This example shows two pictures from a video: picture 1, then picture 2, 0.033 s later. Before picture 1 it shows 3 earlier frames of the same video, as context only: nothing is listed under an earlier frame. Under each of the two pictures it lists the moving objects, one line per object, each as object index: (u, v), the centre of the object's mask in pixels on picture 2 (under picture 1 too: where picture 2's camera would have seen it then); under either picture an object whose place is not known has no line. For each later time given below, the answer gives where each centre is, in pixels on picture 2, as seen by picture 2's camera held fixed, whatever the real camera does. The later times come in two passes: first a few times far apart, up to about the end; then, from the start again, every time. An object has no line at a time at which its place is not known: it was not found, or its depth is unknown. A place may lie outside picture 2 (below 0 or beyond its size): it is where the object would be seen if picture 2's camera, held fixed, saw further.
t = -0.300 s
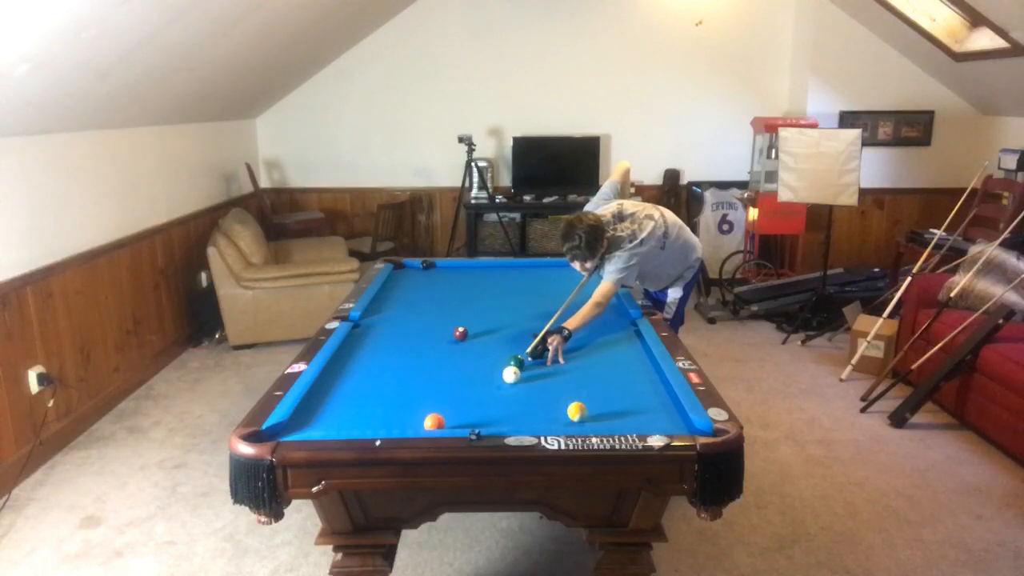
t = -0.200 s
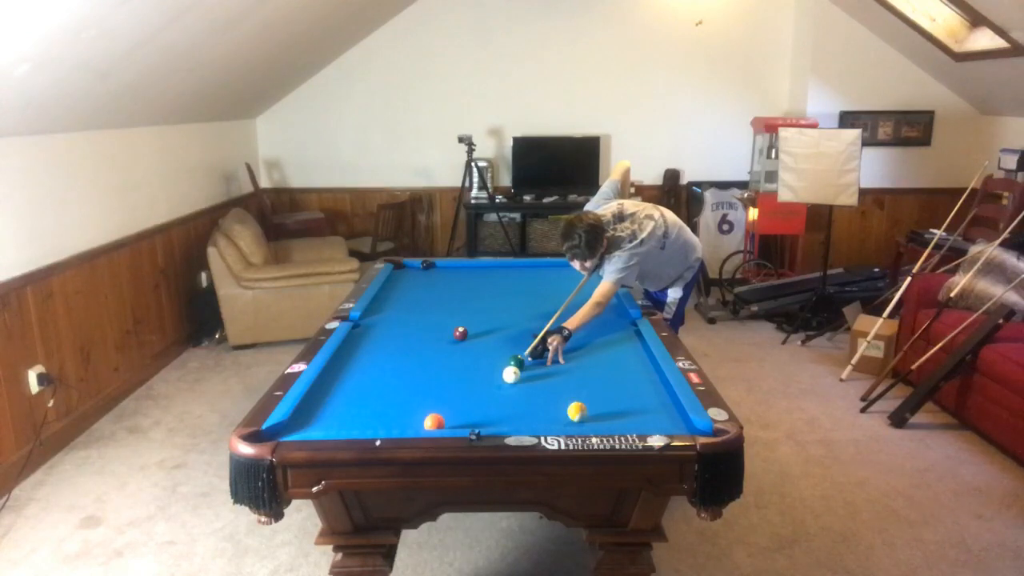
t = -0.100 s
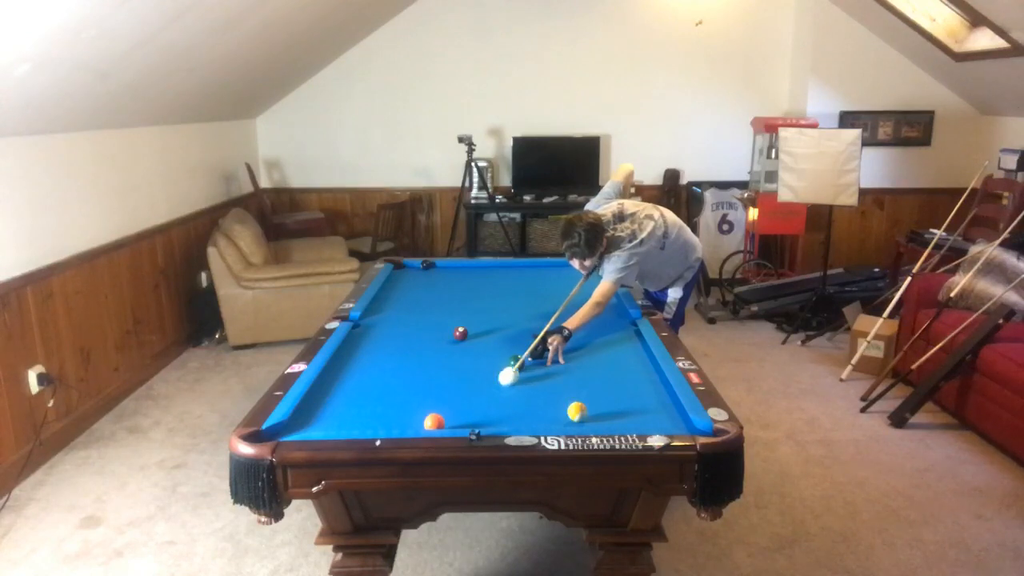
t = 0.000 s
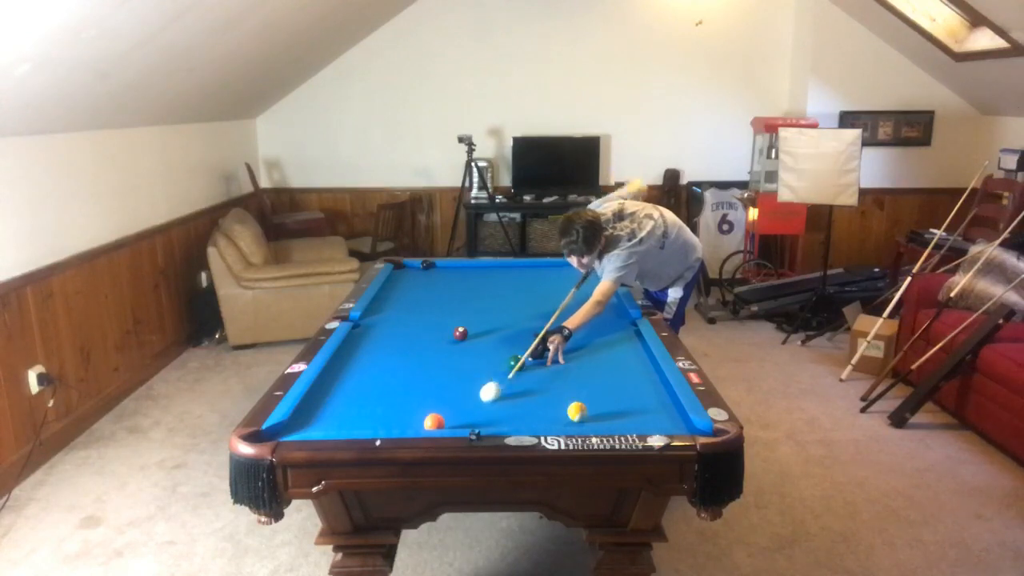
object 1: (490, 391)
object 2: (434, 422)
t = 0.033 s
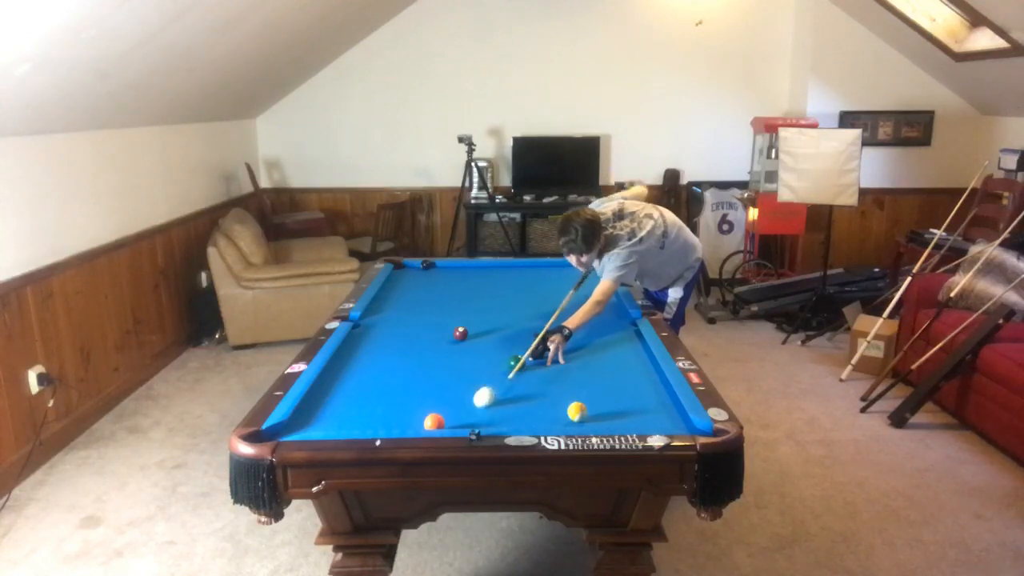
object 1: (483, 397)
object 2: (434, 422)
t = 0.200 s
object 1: (454, 422)
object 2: (429, 422)
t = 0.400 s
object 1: (464, 409)
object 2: (394, 424)
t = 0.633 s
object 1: (473, 391)
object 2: (361, 425)
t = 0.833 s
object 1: (480, 377)
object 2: (336, 424)
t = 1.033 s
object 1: (486, 365)
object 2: (312, 424)
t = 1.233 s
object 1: (492, 354)
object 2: (291, 424)
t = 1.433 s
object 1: (497, 345)
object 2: (293, 427)
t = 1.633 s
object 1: (501, 336)
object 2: (294, 429)
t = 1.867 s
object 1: (506, 327)
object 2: (293, 429)
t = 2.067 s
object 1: (510, 320)
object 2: (292, 429)
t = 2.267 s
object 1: (514, 313)
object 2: (291, 429)
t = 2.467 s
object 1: (517, 308)
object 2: (291, 429)
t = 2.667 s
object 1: (521, 302)
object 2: (291, 429)
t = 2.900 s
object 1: (524, 297)
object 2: (291, 429)
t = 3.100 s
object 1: (527, 292)
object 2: (291, 429)
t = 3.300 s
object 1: (529, 288)
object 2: (291, 429)
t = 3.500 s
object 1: (532, 285)
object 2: (291, 429)
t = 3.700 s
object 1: (534, 281)
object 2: (291, 429)
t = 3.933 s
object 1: (536, 278)
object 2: (291, 429)
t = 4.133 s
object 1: (538, 275)
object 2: (291, 429)
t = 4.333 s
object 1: (539, 273)
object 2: (291, 429)
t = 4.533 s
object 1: (541, 270)
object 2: (291, 429)
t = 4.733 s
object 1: (543, 268)
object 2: (291, 429)
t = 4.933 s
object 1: (544, 266)
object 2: (291, 429)
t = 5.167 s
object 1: (545, 264)
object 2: (291, 429)
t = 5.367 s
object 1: (546, 263)
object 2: (291, 429)
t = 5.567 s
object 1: (548, 263)
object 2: (291, 429)
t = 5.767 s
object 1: (549, 264)
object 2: (291, 429)
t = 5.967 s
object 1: (549, 265)
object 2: (291, 429)
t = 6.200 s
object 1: (550, 265)
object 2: (291, 429)
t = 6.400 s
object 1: (550, 266)
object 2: (291, 429)
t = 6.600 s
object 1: (551, 266)
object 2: (291, 429)
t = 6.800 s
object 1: (551, 266)
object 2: (291, 429)
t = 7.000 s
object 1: (550, 266)
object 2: (291, 429)
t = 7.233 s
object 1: (550, 266)
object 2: (291, 429)
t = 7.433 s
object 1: (550, 266)
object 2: (291, 429)
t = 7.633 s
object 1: (550, 266)
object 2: (291, 429)
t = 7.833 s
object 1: (550, 266)
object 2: (291, 429)
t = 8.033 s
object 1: (550, 267)
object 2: (291, 429)
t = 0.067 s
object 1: (477, 402)
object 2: (434, 422)
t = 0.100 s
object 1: (470, 408)
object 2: (434, 422)
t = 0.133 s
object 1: (464, 412)
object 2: (434, 422)
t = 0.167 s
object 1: (457, 418)
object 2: (434, 422)
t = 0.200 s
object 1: (454, 422)
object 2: (429, 422)
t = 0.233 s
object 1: (456, 422)
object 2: (422, 423)
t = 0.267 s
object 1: (458, 420)
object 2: (416, 423)
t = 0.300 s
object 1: (459, 418)
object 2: (410, 423)
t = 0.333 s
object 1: (461, 415)
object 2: (405, 424)
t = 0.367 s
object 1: (462, 412)
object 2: (400, 424)
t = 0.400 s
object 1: (464, 409)
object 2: (394, 424)
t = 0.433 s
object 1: (466, 407)
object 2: (389, 424)
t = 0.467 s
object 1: (467, 404)
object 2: (384, 425)
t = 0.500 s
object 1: (468, 401)
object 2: (378, 425)
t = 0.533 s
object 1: (469, 399)
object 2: (374, 425)
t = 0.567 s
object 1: (471, 396)
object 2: (369, 425)
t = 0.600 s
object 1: (472, 394)
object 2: (365, 425)
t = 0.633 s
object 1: (473, 391)
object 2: (361, 425)
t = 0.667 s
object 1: (474, 389)
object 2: (357, 424)
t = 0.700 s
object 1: (476, 386)
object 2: (353, 424)
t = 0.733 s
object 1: (476, 384)
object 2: (348, 424)
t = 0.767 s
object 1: (478, 382)
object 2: (344, 425)
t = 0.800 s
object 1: (479, 379)
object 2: (340, 424)
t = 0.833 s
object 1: (480, 377)
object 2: (336, 424)
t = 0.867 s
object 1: (481, 375)
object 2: (332, 424)
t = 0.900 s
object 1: (482, 373)
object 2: (328, 424)
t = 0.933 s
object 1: (483, 371)
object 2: (324, 424)
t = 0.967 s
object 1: (484, 369)
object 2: (320, 424)
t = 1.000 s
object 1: (485, 367)
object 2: (316, 424)
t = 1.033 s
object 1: (486, 365)
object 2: (312, 424)
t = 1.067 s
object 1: (487, 363)
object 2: (309, 424)
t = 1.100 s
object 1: (488, 362)
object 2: (305, 424)
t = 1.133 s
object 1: (489, 360)
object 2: (301, 424)
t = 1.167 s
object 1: (490, 358)
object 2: (298, 424)
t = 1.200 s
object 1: (491, 356)
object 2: (294, 424)
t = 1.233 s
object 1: (492, 354)
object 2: (291, 424)
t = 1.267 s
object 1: (493, 353)
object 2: (291, 425)
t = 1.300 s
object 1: (493, 351)
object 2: (291, 425)
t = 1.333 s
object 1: (494, 349)
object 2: (292, 426)
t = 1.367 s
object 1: (495, 348)
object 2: (292, 426)
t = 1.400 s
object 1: (496, 346)
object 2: (293, 426)
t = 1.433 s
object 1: (497, 345)
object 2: (293, 427)
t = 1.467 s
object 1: (497, 343)
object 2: (293, 427)
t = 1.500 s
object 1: (498, 342)
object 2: (293, 427)
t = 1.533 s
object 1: (499, 340)
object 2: (294, 428)
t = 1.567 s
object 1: (500, 339)
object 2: (294, 428)
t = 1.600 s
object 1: (501, 337)
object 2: (294, 428)
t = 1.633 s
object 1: (501, 336)
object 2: (294, 429)
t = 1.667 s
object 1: (502, 335)
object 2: (294, 429)
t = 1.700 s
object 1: (503, 333)
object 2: (294, 429)
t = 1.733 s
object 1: (503, 332)
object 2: (295, 429)
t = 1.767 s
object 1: (504, 330)
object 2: (295, 429)
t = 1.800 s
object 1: (505, 329)
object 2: (294, 429)
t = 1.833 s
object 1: (506, 328)
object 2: (294, 429)
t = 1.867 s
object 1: (506, 327)
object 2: (293, 429)
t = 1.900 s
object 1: (507, 326)
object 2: (293, 429)
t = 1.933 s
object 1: (508, 324)
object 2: (293, 429)
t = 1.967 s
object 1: (508, 323)
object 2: (293, 429)
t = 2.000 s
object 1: (509, 322)
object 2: (292, 429)
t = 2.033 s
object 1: (510, 321)
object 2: (292, 429)
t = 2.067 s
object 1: (510, 320)
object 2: (292, 429)
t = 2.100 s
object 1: (511, 319)
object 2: (292, 429)
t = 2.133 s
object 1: (512, 317)
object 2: (292, 429)
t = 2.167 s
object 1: (512, 316)
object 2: (291, 429)
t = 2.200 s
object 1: (513, 315)
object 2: (291, 429)
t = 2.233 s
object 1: (513, 314)
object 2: (291, 429)
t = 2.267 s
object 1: (514, 313)
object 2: (291, 429)
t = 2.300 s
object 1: (515, 312)
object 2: (291, 429)
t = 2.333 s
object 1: (515, 311)
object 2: (291, 429)
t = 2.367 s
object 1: (516, 310)
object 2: (291, 429)
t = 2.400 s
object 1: (516, 309)
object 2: (291, 429)
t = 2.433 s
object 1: (517, 308)
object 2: (291, 429)
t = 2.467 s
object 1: (517, 308)
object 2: (291, 429)
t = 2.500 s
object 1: (518, 307)
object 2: (291, 429)
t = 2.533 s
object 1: (518, 306)
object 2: (291, 429)
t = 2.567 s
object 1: (519, 305)
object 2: (291, 429)
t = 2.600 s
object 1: (519, 304)
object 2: (291, 429)
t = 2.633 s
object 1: (520, 303)
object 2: (291, 429)
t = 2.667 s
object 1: (521, 302)
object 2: (291, 429)
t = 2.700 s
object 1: (521, 301)
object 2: (291, 429)
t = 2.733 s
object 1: (522, 300)
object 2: (291, 429)
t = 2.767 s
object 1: (522, 300)
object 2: (291, 429)
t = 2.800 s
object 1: (523, 299)
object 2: (291, 429)
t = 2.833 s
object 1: (523, 298)
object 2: (291, 429)
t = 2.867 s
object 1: (524, 297)
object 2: (291, 429)
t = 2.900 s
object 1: (524, 297)
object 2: (291, 429)
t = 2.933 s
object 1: (525, 296)
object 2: (291, 429)
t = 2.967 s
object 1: (525, 295)
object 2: (291, 429)
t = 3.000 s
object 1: (525, 294)
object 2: (291, 429)
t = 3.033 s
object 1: (526, 294)
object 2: (291, 429)
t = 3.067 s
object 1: (526, 293)
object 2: (291, 429)
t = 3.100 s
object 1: (527, 292)
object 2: (291, 429)
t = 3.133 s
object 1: (527, 291)
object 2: (291, 429)
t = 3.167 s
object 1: (528, 291)
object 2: (291, 429)
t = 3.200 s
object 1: (528, 290)
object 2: (291, 429)
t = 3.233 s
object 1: (528, 290)
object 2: (291, 429)
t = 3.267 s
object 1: (529, 289)
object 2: (291, 429)
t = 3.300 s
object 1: (529, 288)
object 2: (291, 429)
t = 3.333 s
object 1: (530, 288)
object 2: (291, 429)
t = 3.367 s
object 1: (530, 287)
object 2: (291, 429)
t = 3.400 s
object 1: (531, 286)
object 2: (291, 429)
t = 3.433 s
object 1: (531, 286)
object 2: (291, 429)
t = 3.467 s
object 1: (531, 285)
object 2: (291, 429)
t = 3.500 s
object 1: (532, 285)
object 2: (291, 429)
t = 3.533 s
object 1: (532, 284)
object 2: (291, 429)
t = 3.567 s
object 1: (533, 283)
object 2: (291, 429)
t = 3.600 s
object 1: (533, 283)
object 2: (291, 429)
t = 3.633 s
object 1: (533, 282)
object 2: (291, 429)
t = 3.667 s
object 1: (534, 282)
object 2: (291, 429)
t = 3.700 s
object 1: (534, 281)
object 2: (291, 429)
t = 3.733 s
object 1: (534, 281)
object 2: (291, 429)
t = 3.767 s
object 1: (535, 280)
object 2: (291, 429)
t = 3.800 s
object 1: (535, 280)
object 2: (291, 429)
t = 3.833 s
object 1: (535, 279)
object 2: (291, 429)
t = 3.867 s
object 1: (536, 279)
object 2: (291, 429)
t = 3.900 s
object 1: (536, 278)
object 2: (291, 429)
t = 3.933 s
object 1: (536, 278)
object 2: (291, 429)
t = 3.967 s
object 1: (537, 277)
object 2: (291, 429)
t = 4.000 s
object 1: (537, 277)
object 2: (291, 429)
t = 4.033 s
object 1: (537, 276)
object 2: (291, 429)
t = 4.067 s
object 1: (537, 276)
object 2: (291, 429)
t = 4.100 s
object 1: (538, 275)
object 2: (291, 429)
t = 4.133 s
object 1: (538, 275)
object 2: (291, 429)
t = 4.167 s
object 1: (538, 275)
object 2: (291, 429)
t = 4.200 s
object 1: (539, 274)
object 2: (291, 429)
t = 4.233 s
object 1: (539, 274)
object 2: (291, 429)
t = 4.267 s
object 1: (539, 273)
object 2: (291, 429)
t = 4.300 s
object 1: (539, 273)
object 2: (291, 429)
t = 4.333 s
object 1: (539, 273)
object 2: (291, 429)
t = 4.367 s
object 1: (540, 272)
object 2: (291, 429)
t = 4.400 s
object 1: (540, 272)
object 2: (291, 429)
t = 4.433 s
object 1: (540, 271)
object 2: (291, 429)
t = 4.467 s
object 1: (540, 271)
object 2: (291, 429)
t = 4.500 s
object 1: (540, 271)
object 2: (291, 429)
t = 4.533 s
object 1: (541, 270)
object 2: (291, 429)
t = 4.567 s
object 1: (541, 270)
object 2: (291, 429)
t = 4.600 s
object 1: (541, 270)
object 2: (291, 429)
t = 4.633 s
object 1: (542, 269)
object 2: (291, 429)
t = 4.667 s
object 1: (542, 269)
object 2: (291, 429)
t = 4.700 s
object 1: (542, 268)
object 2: (291, 429)
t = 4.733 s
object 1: (543, 268)
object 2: (291, 429)
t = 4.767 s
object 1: (543, 268)
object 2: (291, 429)
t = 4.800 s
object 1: (543, 268)
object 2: (291, 429)
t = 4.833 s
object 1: (543, 267)
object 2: (291, 429)
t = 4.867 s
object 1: (544, 267)
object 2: (291, 429)
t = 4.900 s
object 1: (544, 267)
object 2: (291, 429)
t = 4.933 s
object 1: (544, 266)
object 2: (291, 429)
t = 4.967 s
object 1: (544, 266)
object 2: (291, 429)
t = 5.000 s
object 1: (544, 266)
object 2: (291, 429)
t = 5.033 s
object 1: (545, 266)
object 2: (291, 429)
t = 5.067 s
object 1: (545, 265)
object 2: (291, 429)
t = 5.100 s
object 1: (545, 265)
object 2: (291, 429)
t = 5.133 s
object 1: (545, 265)
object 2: (291, 429)
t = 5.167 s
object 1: (545, 264)
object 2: (291, 429)
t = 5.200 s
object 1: (545, 264)
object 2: (291, 429)
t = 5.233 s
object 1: (546, 264)
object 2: (291, 429)
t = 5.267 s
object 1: (546, 263)
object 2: (291, 429)
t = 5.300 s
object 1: (546, 263)
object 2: (291, 429)
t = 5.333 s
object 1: (546, 263)
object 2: (291, 429)
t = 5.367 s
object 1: (546, 263)
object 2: (291, 429)
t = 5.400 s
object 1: (547, 263)
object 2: (291, 429)
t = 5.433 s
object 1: (547, 263)
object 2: (291, 429)
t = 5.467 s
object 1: (547, 263)
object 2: (291, 429)
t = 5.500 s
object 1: (547, 263)
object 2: (291, 429)
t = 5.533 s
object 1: (547, 263)
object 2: (291, 429)
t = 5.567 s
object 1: (548, 263)
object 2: (291, 429)
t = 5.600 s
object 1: (548, 263)
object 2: (291, 429)
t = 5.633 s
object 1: (548, 263)
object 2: (291, 429)
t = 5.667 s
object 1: (548, 264)
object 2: (291, 429)
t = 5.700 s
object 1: (548, 264)
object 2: (291, 429)
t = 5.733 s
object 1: (548, 264)
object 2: (291, 429)
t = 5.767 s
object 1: (549, 264)
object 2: (291, 429)
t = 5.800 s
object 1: (549, 264)
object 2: (291, 429)
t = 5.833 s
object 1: (549, 264)
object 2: (291, 429)
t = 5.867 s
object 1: (549, 264)
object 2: (291, 429)
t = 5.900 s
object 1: (549, 264)
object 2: (291, 429)
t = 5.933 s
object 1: (549, 264)
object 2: (291, 429)
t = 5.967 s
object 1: (549, 265)
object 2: (291, 429)
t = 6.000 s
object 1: (550, 265)
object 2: (291, 429)
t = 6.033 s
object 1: (550, 265)
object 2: (291, 429)
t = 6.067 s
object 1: (550, 265)
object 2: (291, 429)
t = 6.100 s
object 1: (550, 265)
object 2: (291, 429)
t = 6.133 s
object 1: (550, 265)
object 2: (291, 429)
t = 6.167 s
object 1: (550, 265)
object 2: (291, 429)
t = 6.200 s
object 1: (550, 265)
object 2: (291, 429)
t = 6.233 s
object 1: (550, 265)
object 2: (291, 429)
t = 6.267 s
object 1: (550, 265)
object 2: (291, 429)
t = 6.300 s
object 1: (550, 265)
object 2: (291, 429)
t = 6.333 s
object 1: (550, 265)
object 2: (291, 429)
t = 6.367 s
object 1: (550, 266)
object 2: (291, 429)
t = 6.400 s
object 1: (550, 266)
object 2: (291, 429)
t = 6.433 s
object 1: (550, 266)
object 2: (291, 429)
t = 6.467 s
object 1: (550, 266)
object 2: (291, 429)
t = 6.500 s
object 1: (550, 266)
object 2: (291, 429)
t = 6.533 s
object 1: (550, 266)
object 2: (291, 429)
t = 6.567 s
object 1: (551, 266)
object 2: (291, 429)
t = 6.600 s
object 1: (551, 266)
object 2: (291, 429)
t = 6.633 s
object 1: (551, 266)
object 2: (291, 429)
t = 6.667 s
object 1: (551, 266)
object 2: (291, 429)
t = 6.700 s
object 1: (551, 266)
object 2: (291, 429)
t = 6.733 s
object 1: (551, 266)
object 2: (291, 429)
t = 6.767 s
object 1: (551, 266)
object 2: (291, 429)
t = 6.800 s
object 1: (551, 266)
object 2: (291, 429)
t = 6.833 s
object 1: (551, 266)
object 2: (291, 429)
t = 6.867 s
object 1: (551, 266)
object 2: (291, 429)
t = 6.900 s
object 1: (551, 266)
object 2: (291, 429)
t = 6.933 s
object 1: (550, 266)
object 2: (291, 429)
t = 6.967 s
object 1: (550, 266)
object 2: (291, 429)
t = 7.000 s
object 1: (550, 266)
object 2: (291, 429)
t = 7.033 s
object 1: (550, 266)
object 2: (291, 429)
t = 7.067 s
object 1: (550, 266)
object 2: (291, 429)
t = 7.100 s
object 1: (550, 266)
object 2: (291, 429)
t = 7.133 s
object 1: (550, 266)
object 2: (291, 429)
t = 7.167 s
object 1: (550, 266)
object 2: (291, 429)
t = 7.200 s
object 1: (550, 266)
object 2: (291, 429)
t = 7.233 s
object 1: (550, 266)
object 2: (291, 429)
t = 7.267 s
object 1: (550, 266)
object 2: (291, 429)
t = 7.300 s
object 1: (550, 266)
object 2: (291, 429)
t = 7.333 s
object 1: (550, 266)
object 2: (291, 429)
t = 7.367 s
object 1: (550, 266)
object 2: (291, 429)
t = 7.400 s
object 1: (550, 266)
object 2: (291, 429)
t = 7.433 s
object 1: (550, 266)
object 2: (291, 429)
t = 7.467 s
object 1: (550, 266)
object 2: (291, 429)
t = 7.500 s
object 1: (550, 266)
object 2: (291, 429)
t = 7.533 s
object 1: (550, 266)
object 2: (291, 429)
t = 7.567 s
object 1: (550, 266)
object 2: (291, 429)
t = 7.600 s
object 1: (550, 266)
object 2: (291, 429)
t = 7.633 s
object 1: (550, 266)
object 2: (291, 429)
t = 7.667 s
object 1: (550, 266)
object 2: (291, 429)
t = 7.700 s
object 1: (550, 266)
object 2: (291, 429)
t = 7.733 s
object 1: (550, 266)
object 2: (291, 429)
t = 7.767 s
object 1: (550, 266)
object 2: (291, 429)
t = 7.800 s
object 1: (550, 266)
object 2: (291, 429)
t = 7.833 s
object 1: (550, 266)
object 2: (291, 429)
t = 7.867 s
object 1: (550, 266)
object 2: (291, 429)
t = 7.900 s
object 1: (550, 266)
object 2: (291, 429)
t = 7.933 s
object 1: (550, 266)
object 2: (291, 429)
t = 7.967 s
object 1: (550, 266)
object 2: (291, 429)
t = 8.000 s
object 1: (550, 266)
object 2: (291, 429)
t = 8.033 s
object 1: (550, 267)
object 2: (291, 429)
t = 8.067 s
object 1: (550, 267)
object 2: (291, 429)
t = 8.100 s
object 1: (550, 267)
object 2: (291, 429)
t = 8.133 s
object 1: (550, 267)
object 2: (291, 429)
